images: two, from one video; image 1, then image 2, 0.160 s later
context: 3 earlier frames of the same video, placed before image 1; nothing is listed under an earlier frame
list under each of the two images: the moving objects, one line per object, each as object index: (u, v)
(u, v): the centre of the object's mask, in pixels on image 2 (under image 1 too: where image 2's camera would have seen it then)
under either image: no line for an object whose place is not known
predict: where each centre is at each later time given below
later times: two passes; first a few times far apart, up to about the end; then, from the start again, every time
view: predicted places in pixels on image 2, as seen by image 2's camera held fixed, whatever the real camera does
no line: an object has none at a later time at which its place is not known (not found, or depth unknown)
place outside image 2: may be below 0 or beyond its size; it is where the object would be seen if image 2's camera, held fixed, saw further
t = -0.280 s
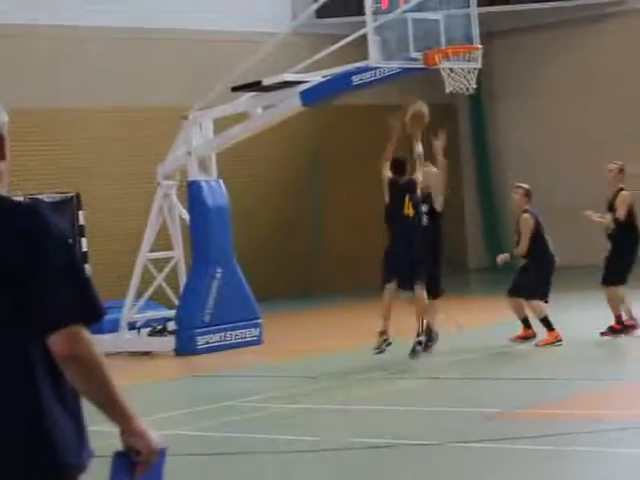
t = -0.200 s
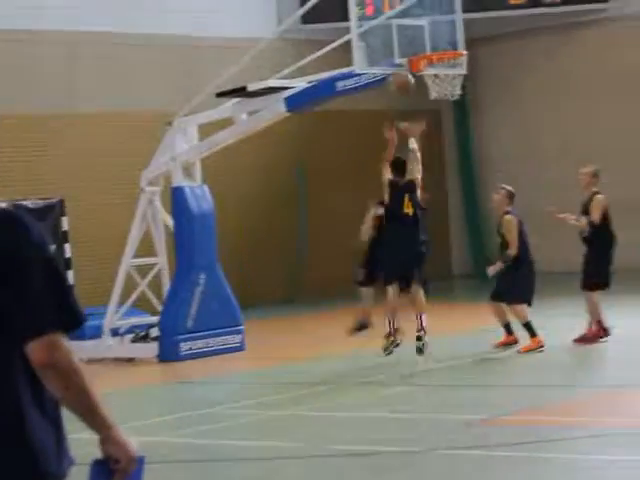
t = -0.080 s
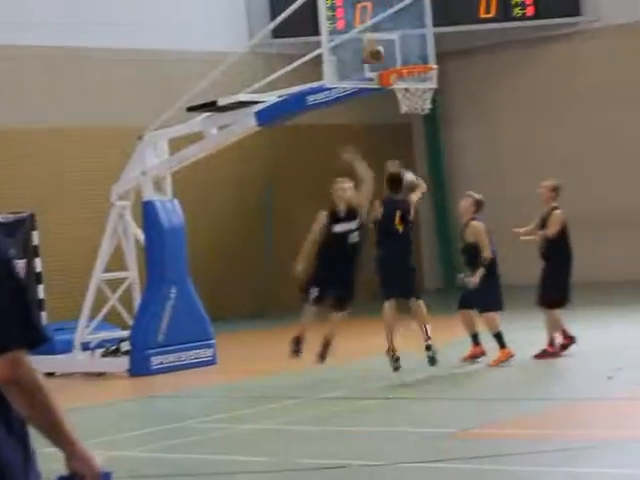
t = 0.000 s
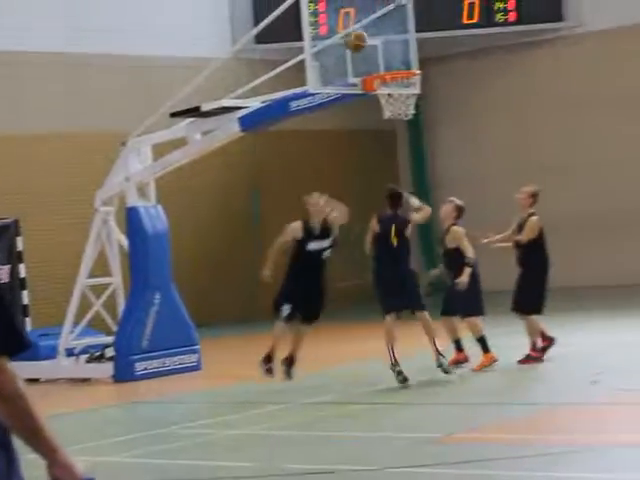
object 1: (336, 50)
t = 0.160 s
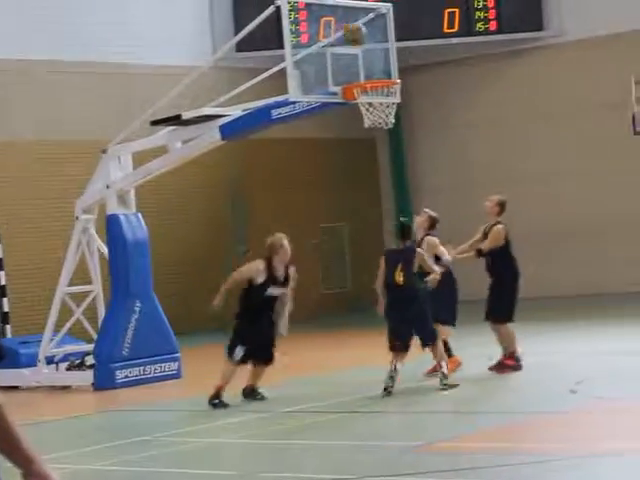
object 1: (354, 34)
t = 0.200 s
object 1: (363, 37)
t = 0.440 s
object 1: (431, 75)
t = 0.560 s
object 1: (465, 114)
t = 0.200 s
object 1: (363, 37)
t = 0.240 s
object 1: (372, 38)
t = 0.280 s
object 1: (387, 43)
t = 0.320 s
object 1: (397, 48)
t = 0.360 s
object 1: (410, 56)
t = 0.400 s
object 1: (417, 63)
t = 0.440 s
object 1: (431, 75)
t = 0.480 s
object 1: (442, 86)
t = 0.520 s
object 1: (452, 99)
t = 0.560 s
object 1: (465, 114)
